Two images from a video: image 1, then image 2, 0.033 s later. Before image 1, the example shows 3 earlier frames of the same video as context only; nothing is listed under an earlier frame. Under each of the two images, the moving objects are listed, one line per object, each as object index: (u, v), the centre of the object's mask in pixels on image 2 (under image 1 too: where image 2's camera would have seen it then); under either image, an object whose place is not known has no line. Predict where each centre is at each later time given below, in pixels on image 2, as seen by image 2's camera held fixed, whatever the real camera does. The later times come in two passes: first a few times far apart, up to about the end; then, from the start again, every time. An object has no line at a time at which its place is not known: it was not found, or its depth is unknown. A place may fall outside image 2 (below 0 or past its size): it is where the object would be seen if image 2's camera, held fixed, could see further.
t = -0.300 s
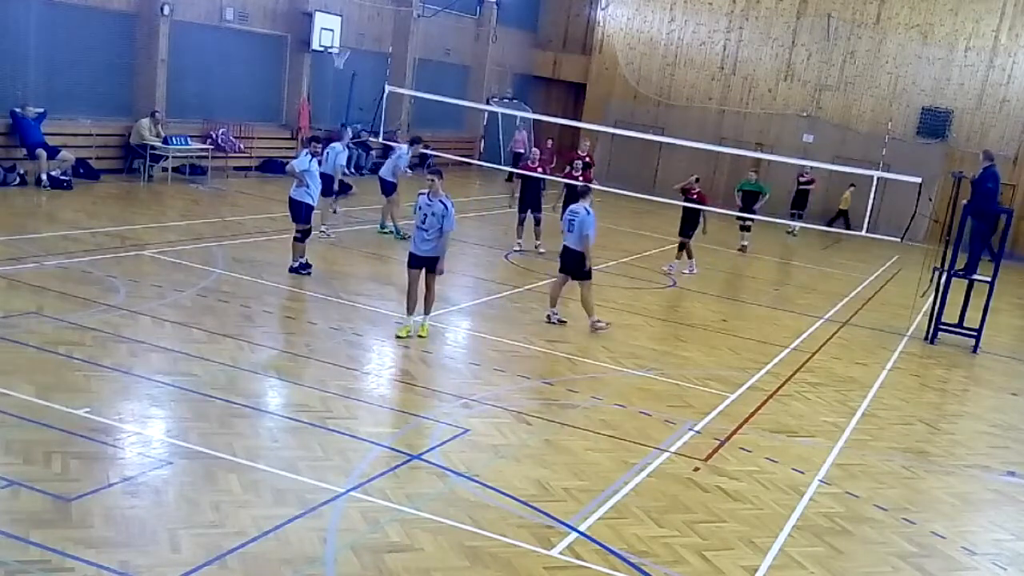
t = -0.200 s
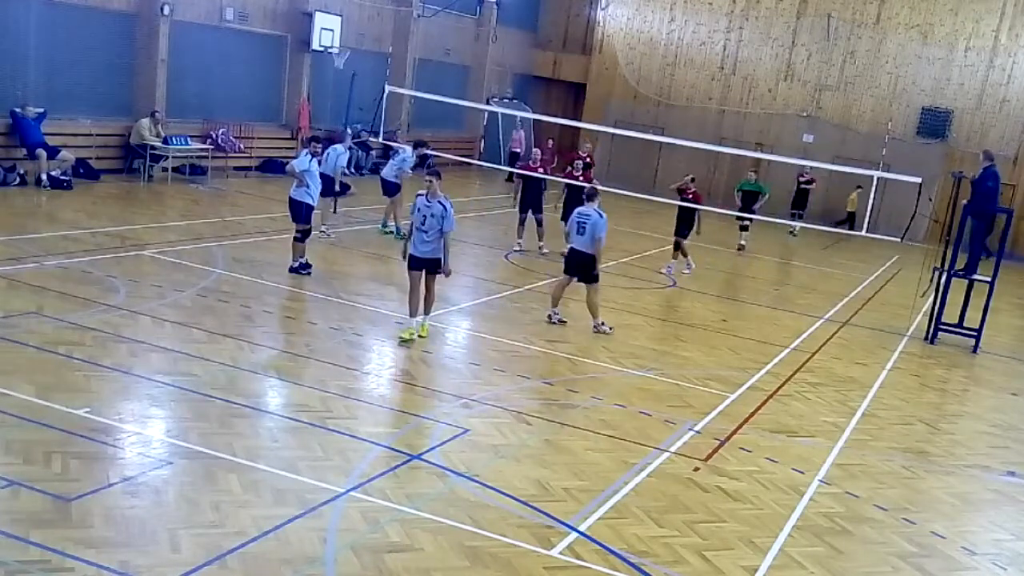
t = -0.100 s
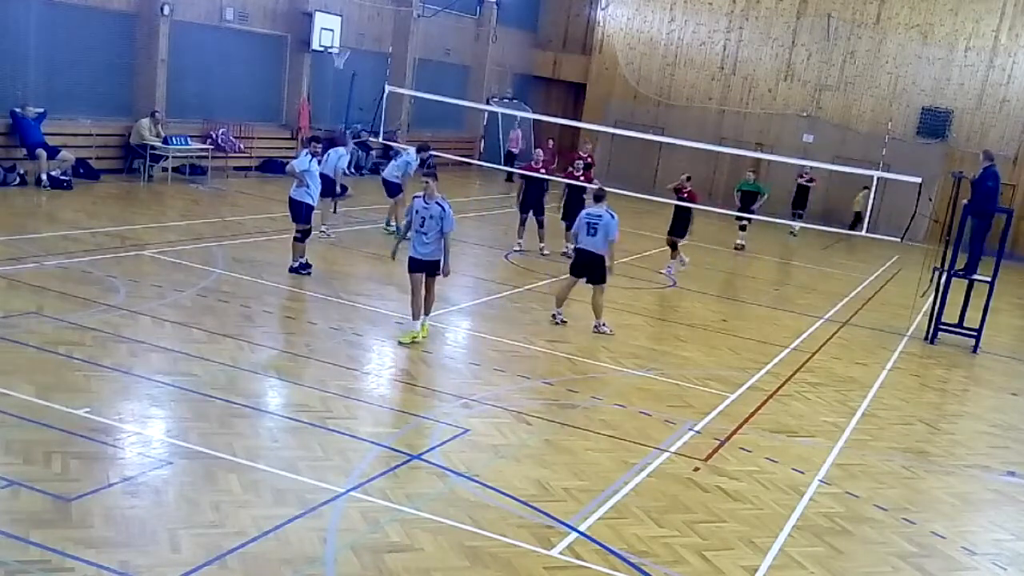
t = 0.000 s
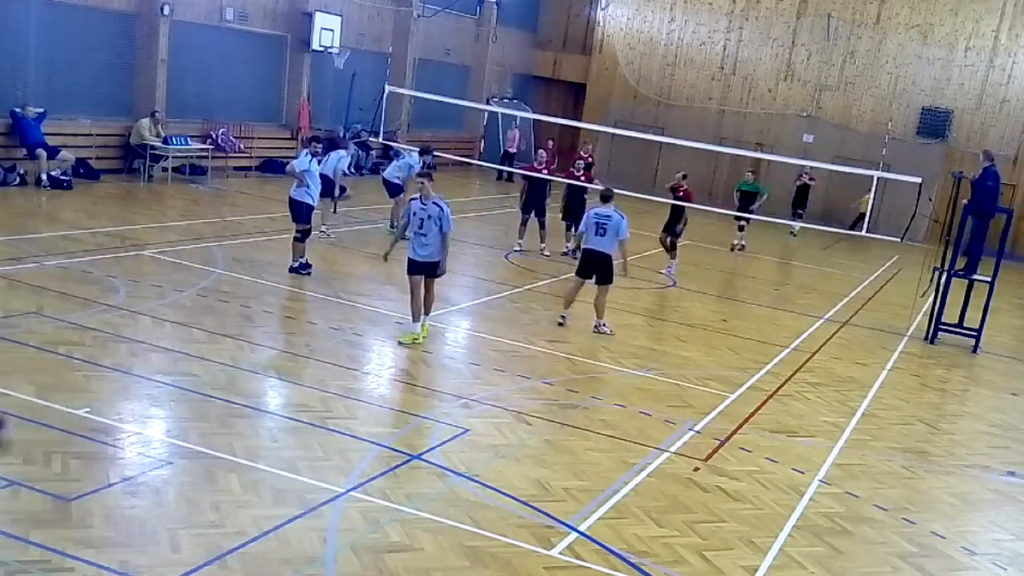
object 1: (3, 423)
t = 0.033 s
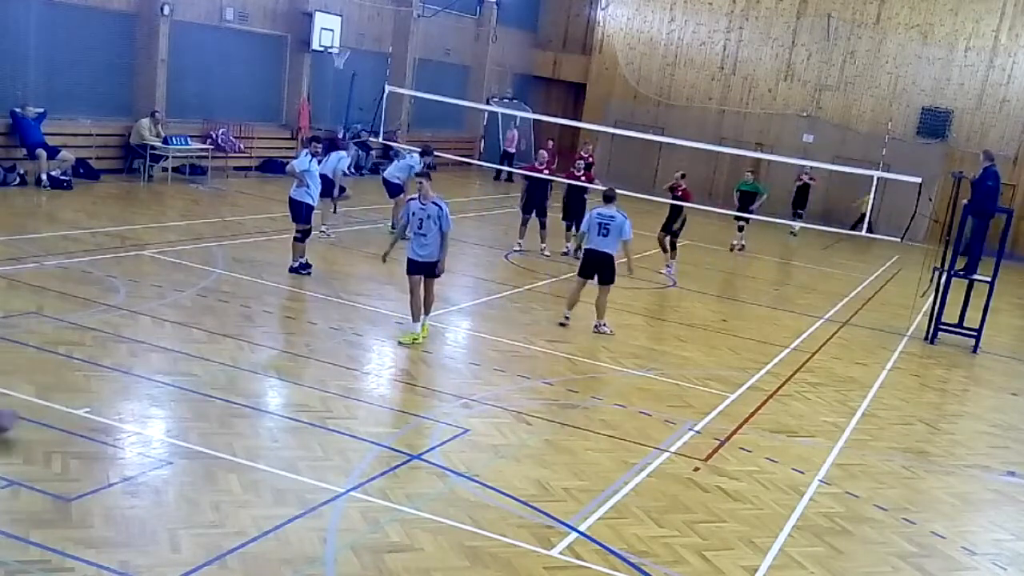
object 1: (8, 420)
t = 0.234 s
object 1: (52, 404)
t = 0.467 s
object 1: (104, 380)
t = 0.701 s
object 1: (147, 364)
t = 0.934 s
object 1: (182, 351)
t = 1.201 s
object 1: (219, 337)
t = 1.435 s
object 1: (247, 327)
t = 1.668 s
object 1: (272, 317)
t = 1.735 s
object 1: (280, 313)
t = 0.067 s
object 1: (11, 412)
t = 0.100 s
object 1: (19, 409)
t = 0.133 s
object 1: (27, 406)
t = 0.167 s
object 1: (34, 406)
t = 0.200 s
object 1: (43, 405)
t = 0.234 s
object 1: (52, 404)
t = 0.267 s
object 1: (60, 396)
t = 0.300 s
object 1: (67, 392)
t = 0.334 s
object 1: (76, 389)
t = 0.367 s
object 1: (81, 388)
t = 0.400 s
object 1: (88, 387)
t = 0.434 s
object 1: (96, 386)
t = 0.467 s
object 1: (104, 380)
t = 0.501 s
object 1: (110, 376)
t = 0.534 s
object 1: (116, 374)
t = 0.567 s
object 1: (123, 374)
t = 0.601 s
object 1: (128, 373)
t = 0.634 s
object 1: (134, 368)
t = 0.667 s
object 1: (141, 366)
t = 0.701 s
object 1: (147, 364)
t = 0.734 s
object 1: (150, 363)
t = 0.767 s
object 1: (158, 361)
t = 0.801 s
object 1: (163, 357)
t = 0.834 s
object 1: (167, 356)
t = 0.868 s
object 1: (173, 354)
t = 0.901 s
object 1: (178, 353)
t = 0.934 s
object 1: (182, 351)
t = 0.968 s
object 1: (187, 348)
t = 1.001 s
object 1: (193, 348)
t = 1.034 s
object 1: (198, 346)
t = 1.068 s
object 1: (202, 344)
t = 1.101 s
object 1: (207, 342)
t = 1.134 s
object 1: (211, 341)
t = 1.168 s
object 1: (216, 339)
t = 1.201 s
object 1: (219, 337)
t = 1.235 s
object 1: (225, 335)
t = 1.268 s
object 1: (229, 334)
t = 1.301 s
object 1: (232, 334)
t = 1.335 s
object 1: (237, 331)
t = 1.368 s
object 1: (241, 329)
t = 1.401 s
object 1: (245, 329)
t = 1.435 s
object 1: (247, 327)
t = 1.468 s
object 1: (252, 324)
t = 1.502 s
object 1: (257, 323)
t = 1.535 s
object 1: (259, 323)
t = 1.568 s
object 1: (263, 320)
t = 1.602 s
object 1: (266, 319)
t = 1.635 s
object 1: (270, 317)
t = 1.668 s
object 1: (272, 317)
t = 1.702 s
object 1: (275, 315)
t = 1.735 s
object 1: (280, 313)
